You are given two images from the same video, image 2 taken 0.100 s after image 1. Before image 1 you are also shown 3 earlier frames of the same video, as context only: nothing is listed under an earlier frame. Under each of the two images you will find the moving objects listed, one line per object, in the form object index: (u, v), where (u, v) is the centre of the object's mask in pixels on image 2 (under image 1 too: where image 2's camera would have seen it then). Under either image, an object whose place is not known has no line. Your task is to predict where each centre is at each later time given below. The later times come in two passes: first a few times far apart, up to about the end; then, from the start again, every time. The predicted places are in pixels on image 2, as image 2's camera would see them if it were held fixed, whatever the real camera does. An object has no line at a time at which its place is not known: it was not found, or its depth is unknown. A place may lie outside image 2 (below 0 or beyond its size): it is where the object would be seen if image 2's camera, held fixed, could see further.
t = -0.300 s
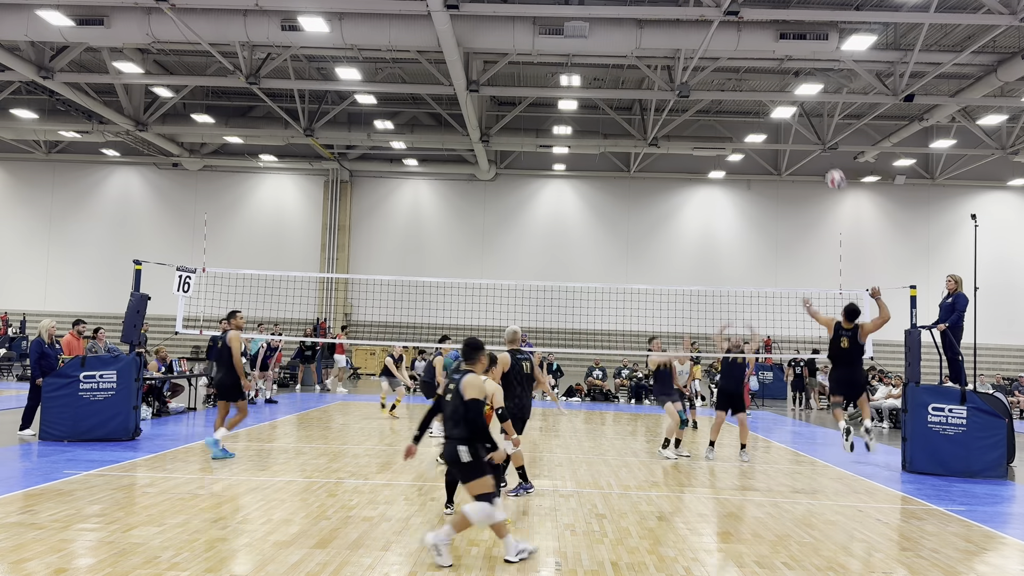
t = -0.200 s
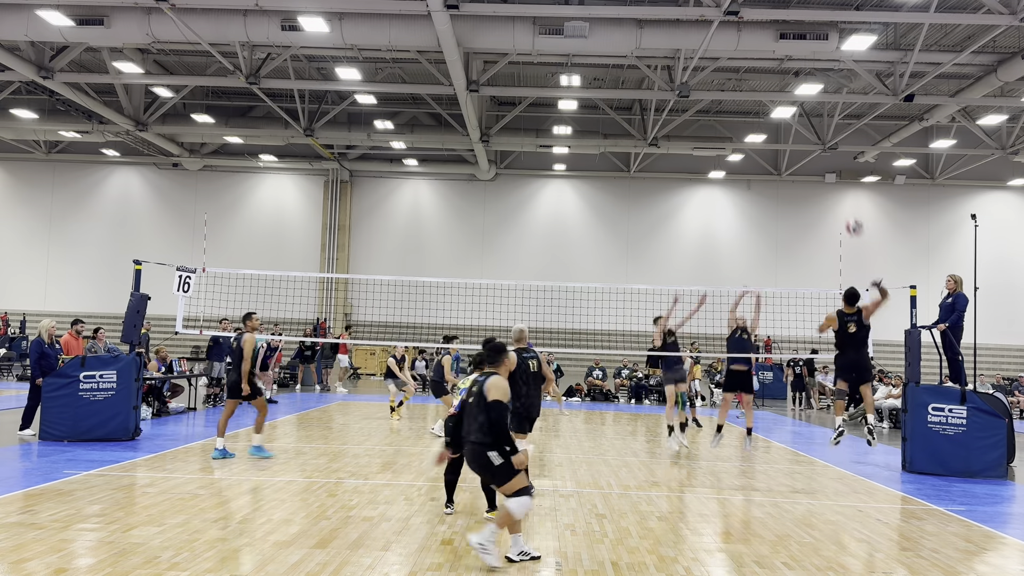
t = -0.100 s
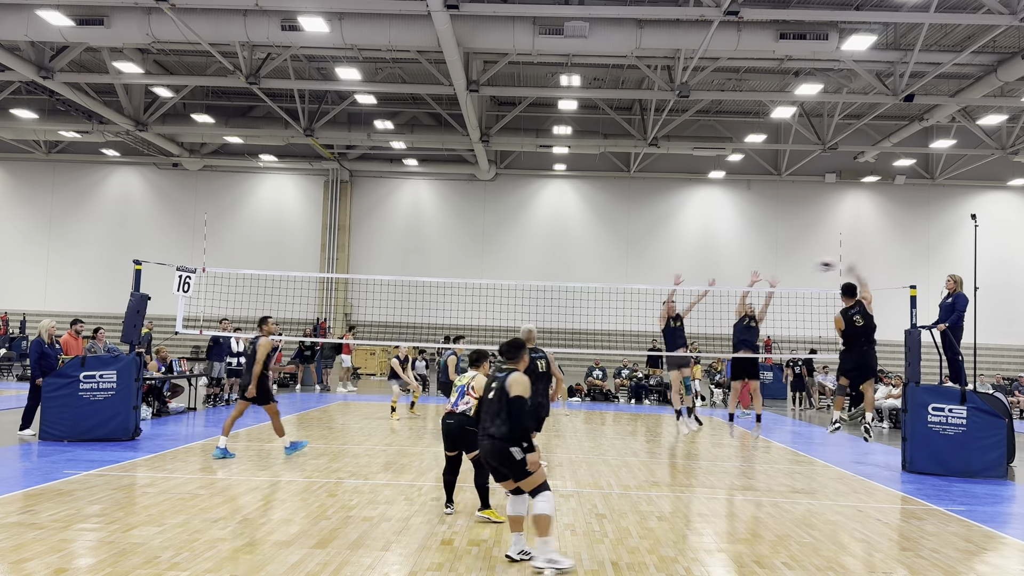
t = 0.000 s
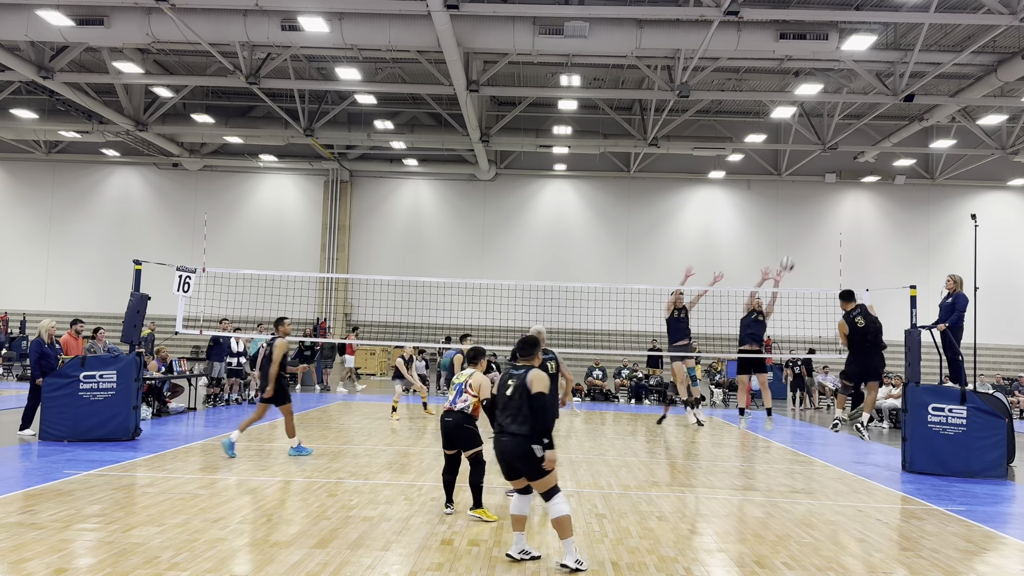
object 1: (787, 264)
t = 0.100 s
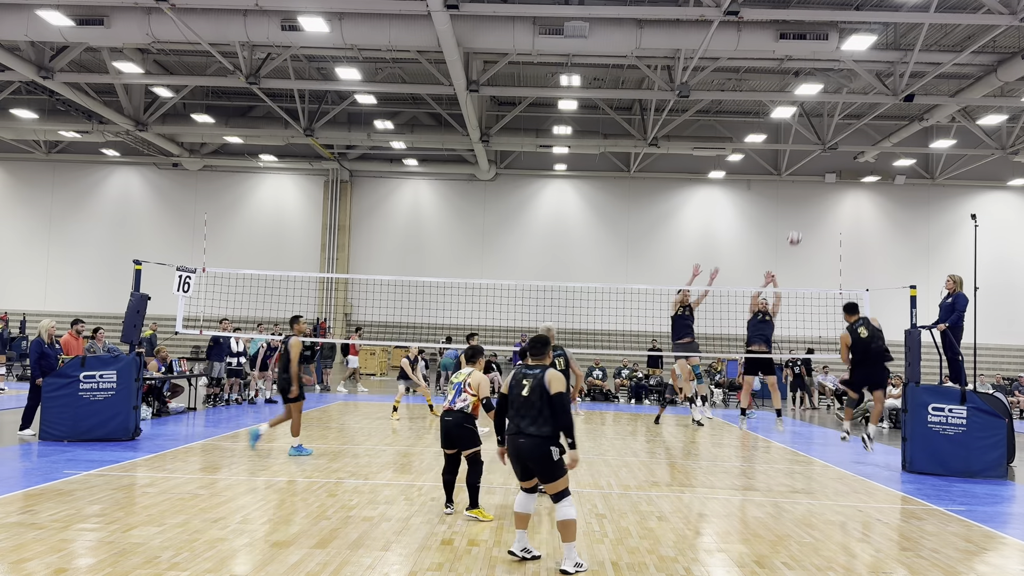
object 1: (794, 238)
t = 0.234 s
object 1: (803, 216)
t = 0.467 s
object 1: (814, 208)
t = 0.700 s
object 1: (823, 232)
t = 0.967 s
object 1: (831, 289)
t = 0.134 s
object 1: (796, 231)
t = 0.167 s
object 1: (798, 225)
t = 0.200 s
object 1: (801, 220)
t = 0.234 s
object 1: (803, 216)
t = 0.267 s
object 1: (804, 213)
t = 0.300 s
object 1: (806, 210)
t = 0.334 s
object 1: (808, 208)
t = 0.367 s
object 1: (810, 207)
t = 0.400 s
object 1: (811, 207)
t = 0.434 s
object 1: (813, 207)
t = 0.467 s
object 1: (814, 208)
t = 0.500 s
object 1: (816, 210)
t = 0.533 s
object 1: (817, 212)
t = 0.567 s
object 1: (818, 215)
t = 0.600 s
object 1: (820, 218)
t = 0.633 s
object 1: (821, 222)
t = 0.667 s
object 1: (822, 226)
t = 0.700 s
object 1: (823, 232)
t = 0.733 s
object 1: (824, 237)
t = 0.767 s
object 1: (825, 244)
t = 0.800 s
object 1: (826, 250)
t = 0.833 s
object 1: (828, 258)
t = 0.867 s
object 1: (828, 265)
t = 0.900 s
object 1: (830, 273)
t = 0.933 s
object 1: (830, 282)
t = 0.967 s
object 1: (831, 289)
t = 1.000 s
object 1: (832, 300)
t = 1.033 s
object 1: (833, 310)
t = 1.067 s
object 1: (835, 319)
